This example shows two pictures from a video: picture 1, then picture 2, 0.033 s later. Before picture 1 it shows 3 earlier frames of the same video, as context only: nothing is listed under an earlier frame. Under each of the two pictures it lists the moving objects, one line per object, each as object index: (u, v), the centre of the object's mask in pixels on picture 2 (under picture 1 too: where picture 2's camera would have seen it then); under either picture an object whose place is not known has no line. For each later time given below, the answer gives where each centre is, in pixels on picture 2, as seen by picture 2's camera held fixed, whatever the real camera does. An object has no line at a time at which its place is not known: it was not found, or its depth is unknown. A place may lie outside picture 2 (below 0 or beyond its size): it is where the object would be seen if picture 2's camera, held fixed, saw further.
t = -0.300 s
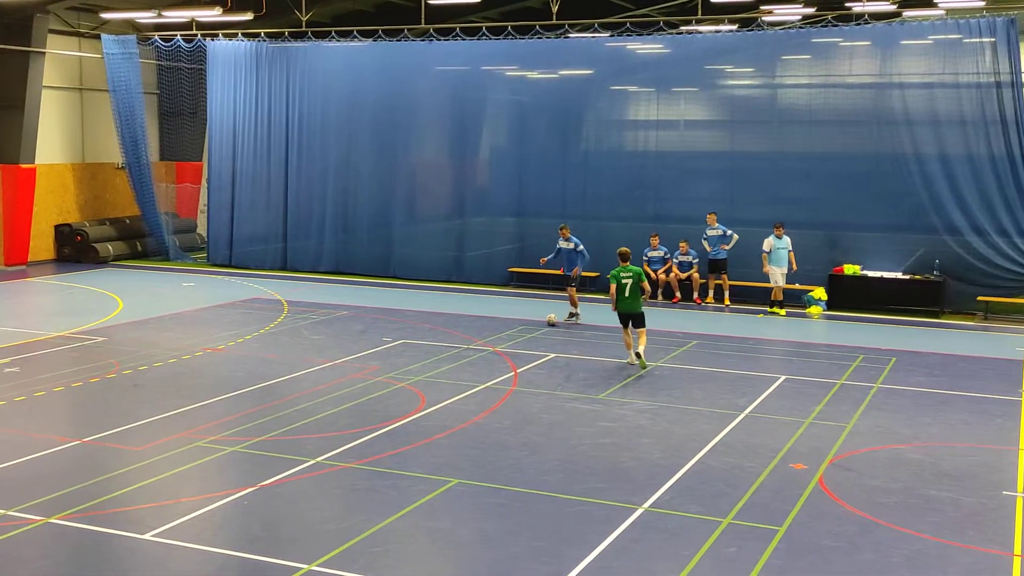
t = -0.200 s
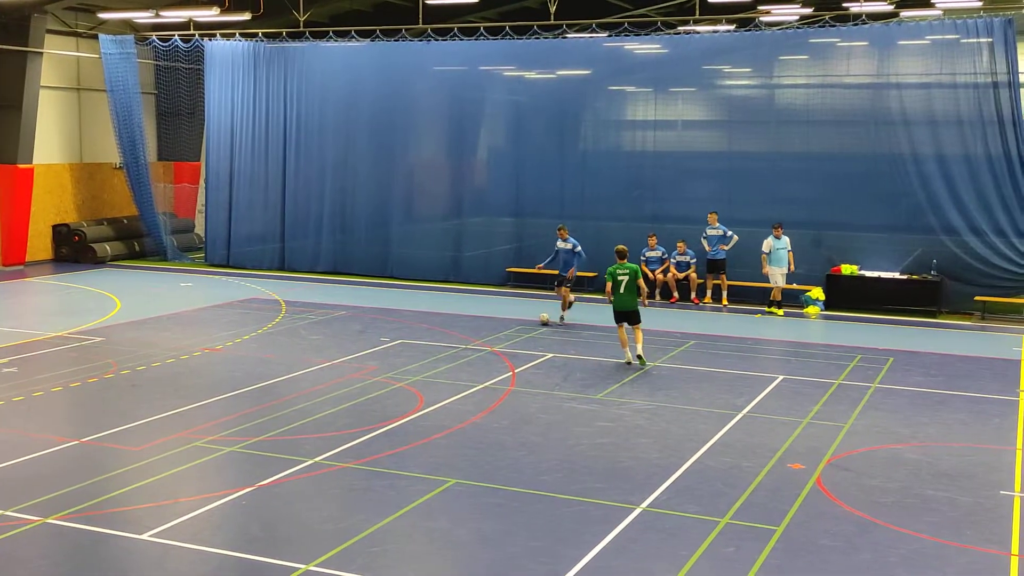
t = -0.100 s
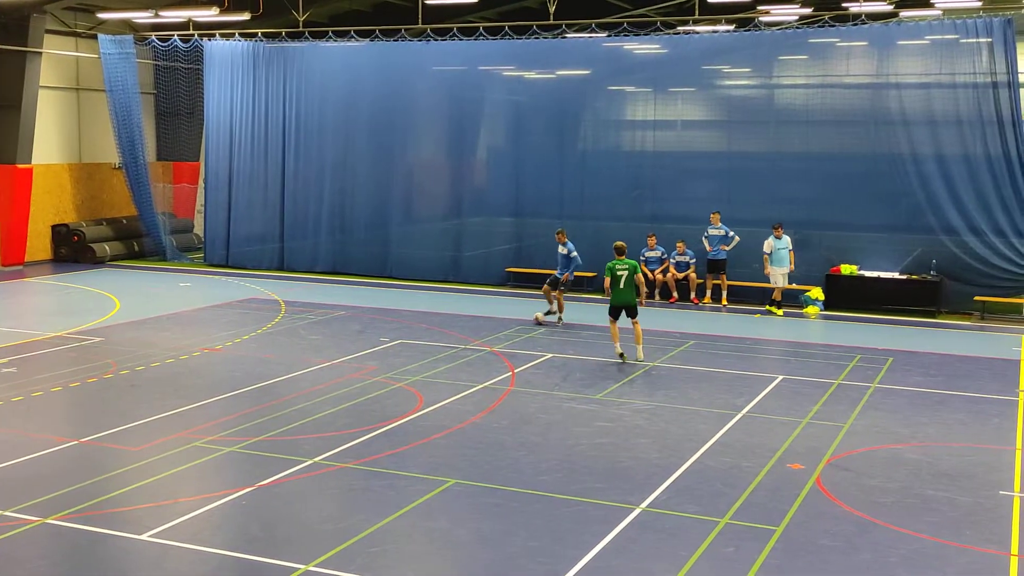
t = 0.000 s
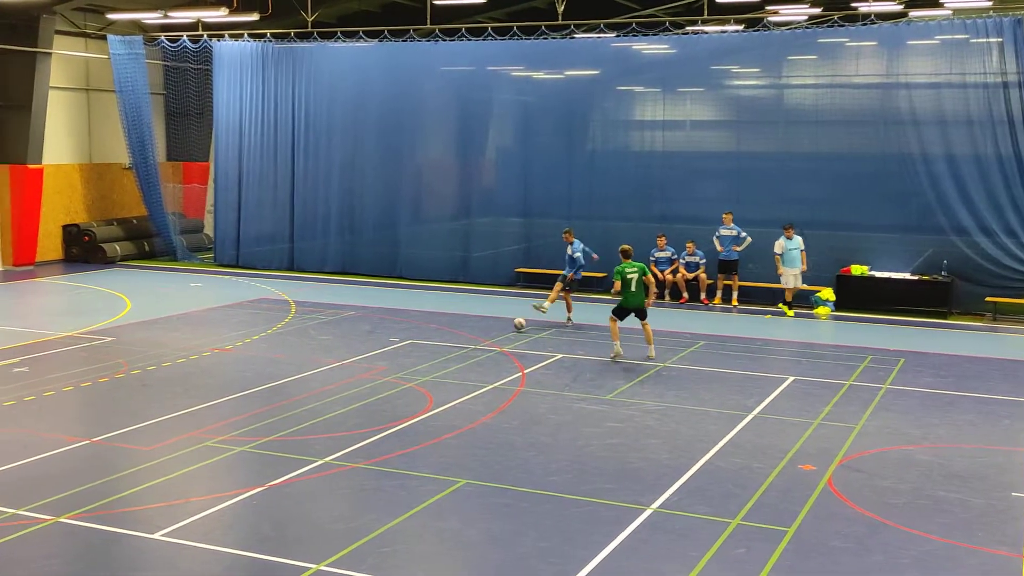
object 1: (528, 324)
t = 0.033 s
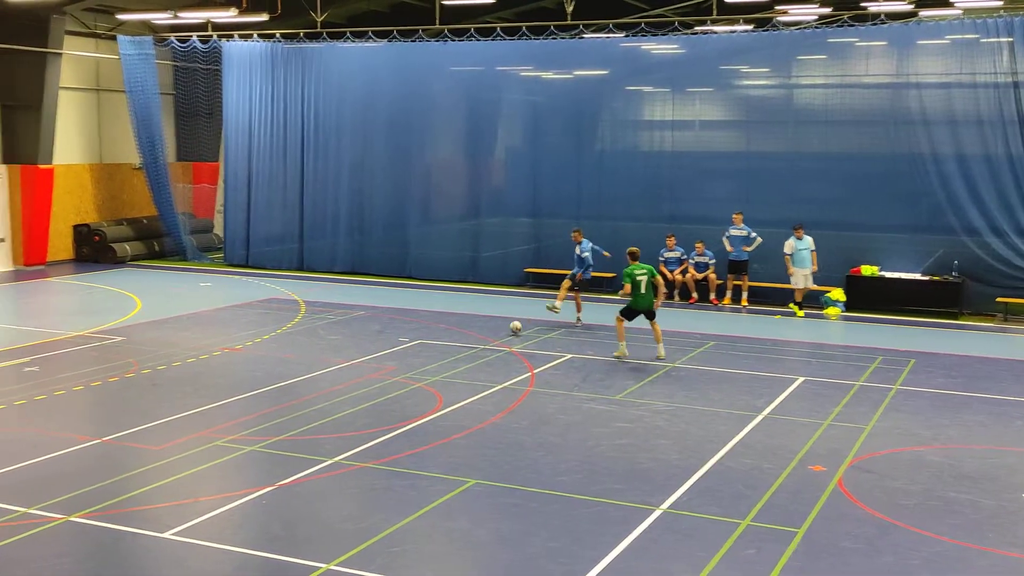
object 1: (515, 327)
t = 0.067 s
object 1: (503, 332)
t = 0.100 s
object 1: (492, 335)
